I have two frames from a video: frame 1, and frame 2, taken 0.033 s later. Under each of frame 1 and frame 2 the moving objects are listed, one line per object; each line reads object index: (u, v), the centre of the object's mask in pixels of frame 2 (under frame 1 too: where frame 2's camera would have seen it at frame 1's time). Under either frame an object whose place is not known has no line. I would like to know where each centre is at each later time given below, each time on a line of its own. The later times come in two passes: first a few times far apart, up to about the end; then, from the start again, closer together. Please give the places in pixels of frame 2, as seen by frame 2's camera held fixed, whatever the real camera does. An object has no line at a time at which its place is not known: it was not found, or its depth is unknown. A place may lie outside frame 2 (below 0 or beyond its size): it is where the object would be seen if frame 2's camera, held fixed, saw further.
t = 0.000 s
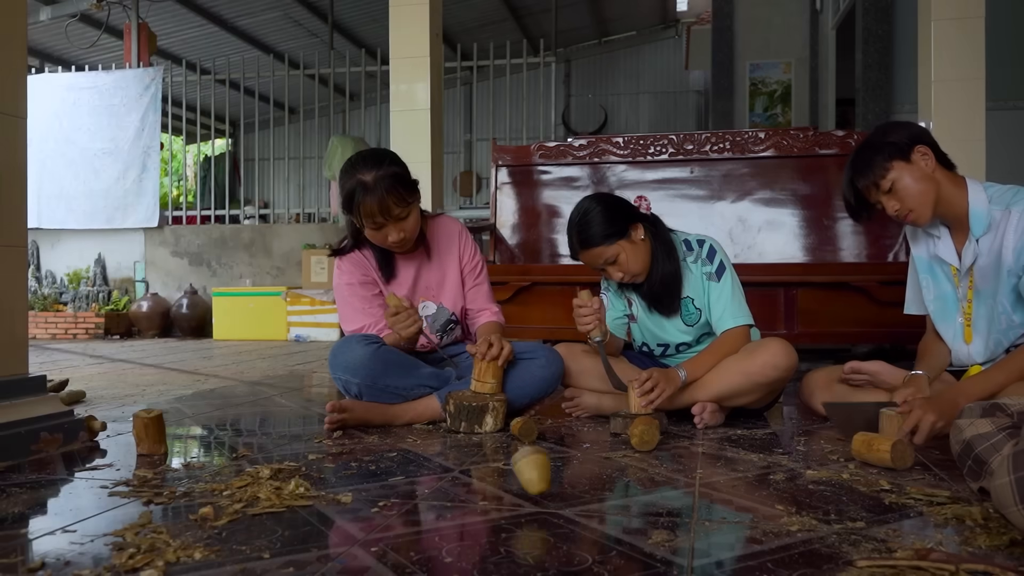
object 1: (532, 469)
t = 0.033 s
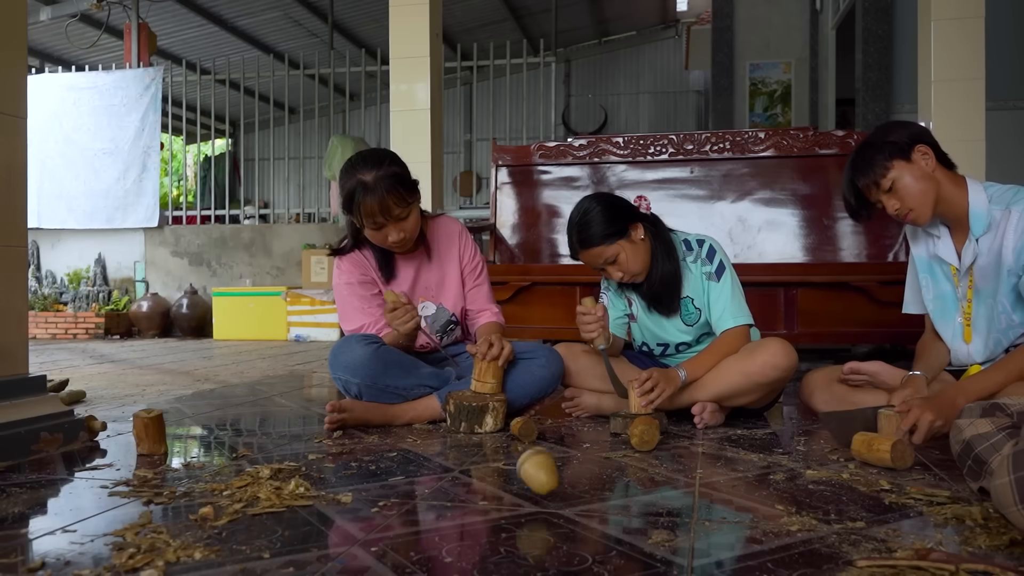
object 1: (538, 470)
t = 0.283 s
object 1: (533, 485)
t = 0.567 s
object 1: (475, 486)
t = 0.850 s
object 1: (408, 469)
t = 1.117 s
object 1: (399, 457)
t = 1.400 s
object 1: (397, 447)
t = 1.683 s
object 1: (412, 440)
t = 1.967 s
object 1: (436, 436)
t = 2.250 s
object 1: (464, 435)
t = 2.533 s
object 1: (493, 434)
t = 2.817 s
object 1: (519, 435)
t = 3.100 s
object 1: (543, 436)
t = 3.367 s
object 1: (561, 438)
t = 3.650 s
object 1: (575, 441)
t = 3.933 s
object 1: (586, 444)
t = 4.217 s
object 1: (593, 448)
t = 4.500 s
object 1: (597, 453)
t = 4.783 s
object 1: (596, 457)
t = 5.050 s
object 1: (590, 461)
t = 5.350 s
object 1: (582, 464)
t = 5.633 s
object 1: (571, 466)
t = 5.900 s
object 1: (561, 467)
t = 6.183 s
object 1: (552, 467)
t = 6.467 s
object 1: (546, 467)
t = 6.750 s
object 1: (545, 466)
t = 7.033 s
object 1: (547, 466)
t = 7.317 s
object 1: (550, 466)
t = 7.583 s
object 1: (553, 466)
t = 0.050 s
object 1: (540, 475)
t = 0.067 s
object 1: (541, 478)
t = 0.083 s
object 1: (542, 479)
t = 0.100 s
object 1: (542, 478)
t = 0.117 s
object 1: (543, 477)
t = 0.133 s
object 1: (543, 480)
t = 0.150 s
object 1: (543, 482)
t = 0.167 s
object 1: (543, 481)
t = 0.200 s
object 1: (540, 475)
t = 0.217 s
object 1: (539, 476)
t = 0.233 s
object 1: (538, 477)
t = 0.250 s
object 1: (537, 482)
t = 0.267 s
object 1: (535, 484)
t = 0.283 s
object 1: (533, 485)
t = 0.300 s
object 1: (531, 479)
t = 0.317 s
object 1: (528, 473)
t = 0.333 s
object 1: (525, 470)
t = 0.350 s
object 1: (522, 469)
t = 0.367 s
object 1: (519, 470)
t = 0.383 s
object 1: (516, 472)
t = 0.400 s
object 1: (514, 476)
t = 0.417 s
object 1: (511, 484)
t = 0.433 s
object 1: (507, 489)
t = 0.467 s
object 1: (500, 486)
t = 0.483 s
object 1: (496, 482)
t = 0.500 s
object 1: (492, 481)
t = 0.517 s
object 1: (488, 482)
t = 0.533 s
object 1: (484, 485)
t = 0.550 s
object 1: (480, 486)
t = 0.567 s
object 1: (475, 486)
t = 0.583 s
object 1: (471, 487)
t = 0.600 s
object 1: (466, 490)
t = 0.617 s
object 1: (462, 488)
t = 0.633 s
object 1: (457, 484)
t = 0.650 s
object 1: (453, 482)
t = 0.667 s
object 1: (448, 482)
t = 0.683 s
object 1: (444, 484)
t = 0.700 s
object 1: (440, 486)
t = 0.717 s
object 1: (436, 481)
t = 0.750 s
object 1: (428, 475)
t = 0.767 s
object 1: (424, 477)
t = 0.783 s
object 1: (420, 478)
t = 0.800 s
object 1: (417, 480)
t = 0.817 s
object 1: (414, 475)
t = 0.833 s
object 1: (411, 471)
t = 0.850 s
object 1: (408, 469)
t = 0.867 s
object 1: (406, 469)
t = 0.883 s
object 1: (404, 471)
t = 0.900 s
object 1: (401, 472)
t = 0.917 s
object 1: (401, 469)
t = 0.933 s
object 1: (400, 467)
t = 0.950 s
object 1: (400, 467)
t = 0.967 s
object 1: (399, 468)
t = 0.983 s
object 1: (399, 466)
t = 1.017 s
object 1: (399, 464)
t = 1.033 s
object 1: (400, 463)
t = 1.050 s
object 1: (400, 461)
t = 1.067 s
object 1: (400, 460)
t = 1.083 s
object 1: (400, 459)
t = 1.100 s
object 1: (399, 457)
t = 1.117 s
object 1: (399, 457)
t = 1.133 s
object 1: (399, 456)
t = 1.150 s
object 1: (399, 455)
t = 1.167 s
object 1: (398, 455)
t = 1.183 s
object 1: (398, 453)
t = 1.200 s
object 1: (398, 453)
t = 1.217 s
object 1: (397, 453)
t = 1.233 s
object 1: (397, 452)
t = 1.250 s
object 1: (397, 451)
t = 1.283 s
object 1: (396, 450)
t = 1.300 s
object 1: (396, 449)
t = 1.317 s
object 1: (396, 449)
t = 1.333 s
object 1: (396, 448)
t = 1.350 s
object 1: (396, 448)
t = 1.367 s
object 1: (396, 448)
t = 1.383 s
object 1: (396, 447)
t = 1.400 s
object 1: (397, 447)
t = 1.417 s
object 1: (397, 446)
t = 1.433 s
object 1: (398, 446)
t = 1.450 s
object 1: (398, 446)
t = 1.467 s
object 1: (399, 445)
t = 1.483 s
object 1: (399, 445)
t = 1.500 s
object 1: (400, 444)
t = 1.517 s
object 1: (401, 444)
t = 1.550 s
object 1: (403, 443)
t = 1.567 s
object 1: (404, 443)
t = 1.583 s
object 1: (405, 442)
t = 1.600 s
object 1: (406, 442)
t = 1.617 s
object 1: (407, 442)
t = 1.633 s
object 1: (408, 441)
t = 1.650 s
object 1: (410, 441)
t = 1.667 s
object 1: (411, 441)
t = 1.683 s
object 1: (412, 440)
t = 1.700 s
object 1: (413, 440)
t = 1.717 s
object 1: (415, 440)
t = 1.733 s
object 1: (416, 439)
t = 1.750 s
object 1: (417, 439)
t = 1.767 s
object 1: (419, 439)
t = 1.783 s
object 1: (420, 439)
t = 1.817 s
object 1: (423, 438)
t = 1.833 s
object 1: (424, 438)
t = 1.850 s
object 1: (426, 438)
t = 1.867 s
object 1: (427, 437)
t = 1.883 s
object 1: (429, 437)
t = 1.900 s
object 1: (430, 437)
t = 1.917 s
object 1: (431, 437)
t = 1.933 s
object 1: (433, 436)
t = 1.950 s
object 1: (434, 436)
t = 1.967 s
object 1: (436, 436)
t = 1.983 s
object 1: (437, 436)
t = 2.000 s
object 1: (439, 436)
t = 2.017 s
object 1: (441, 436)
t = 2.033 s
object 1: (442, 435)
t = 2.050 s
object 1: (444, 436)
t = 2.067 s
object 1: (446, 435)
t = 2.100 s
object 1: (448, 435)
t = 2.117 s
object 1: (450, 435)
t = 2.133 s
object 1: (452, 435)
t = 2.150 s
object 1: (454, 435)
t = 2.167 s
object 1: (455, 435)
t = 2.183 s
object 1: (457, 435)
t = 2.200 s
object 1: (459, 435)
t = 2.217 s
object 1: (460, 435)
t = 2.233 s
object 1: (462, 435)
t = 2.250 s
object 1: (464, 435)
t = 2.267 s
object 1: (466, 435)
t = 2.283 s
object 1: (467, 435)
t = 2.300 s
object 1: (469, 435)
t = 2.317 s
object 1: (471, 435)
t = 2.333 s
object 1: (473, 435)
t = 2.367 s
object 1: (477, 434)
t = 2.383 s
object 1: (479, 434)
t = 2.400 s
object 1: (480, 434)
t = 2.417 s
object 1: (482, 434)
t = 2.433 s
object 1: (484, 434)
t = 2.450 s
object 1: (485, 434)
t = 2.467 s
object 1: (487, 434)
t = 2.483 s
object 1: (489, 434)
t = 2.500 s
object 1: (490, 434)
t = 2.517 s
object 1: (492, 434)
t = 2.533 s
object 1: (493, 434)
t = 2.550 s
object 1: (496, 435)
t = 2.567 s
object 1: (497, 435)
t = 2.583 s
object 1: (498, 435)
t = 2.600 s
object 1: (500, 435)
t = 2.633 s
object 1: (503, 435)
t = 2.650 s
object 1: (505, 434)
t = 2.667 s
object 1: (506, 434)
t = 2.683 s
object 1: (507, 434)
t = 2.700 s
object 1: (509, 435)
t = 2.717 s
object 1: (510, 435)
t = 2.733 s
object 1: (511, 435)
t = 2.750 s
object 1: (513, 435)
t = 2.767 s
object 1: (515, 435)
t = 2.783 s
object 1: (516, 435)
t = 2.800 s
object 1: (519, 435)
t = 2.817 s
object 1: (519, 435)
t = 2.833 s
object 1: (521, 435)
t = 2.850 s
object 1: (523, 435)
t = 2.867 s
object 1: (524, 435)
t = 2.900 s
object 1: (527, 435)
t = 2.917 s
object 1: (529, 435)
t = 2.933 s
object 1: (530, 435)
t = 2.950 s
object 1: (532, 436)
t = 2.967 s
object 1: (533, 436)
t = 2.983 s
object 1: (534, 436)
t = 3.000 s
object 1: (535, 436)
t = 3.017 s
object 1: (537, 436)
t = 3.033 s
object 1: (538, 436)
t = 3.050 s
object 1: (540, 436)
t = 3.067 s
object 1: (541, 436)
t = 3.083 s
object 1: (542, 436)
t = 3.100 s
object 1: (543, 436)
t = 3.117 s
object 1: (545, 436)
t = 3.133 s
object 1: (546, 437)
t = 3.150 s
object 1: (547, 437)
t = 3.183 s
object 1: (550, 437)
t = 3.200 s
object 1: (551, 437)
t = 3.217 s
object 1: (552, 437)
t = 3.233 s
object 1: (553, 437)
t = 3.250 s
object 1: (554, 437)
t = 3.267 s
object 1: (555, 437)
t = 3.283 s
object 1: (556, 438)
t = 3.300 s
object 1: (557, 438)
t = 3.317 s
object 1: (558, 438)
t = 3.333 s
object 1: (559, 438)
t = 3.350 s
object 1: (560, 438)
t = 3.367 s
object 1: (561, 438)
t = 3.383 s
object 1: (562, 438)
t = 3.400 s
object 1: (563, 438)
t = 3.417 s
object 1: (564, 439)
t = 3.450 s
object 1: (566, 439)
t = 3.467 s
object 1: (566, 439)
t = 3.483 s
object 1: (567, 439)
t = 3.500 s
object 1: (568, 439)
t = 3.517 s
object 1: (569, 439)
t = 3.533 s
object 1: (570, 440)
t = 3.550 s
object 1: (571, 440)
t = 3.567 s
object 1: (572, 440)
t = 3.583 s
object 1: (572, 440)
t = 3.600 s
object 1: (573, 440)
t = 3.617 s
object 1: (574, 441)
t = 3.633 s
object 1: (574, 441)
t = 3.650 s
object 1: (575, 441)
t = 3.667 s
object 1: (576, 441)
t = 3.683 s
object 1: (577, 441)
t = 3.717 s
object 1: (578, 442)
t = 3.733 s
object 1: (579, 442)
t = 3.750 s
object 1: (579, 442)
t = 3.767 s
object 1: (580, 442)
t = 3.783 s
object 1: (581, 442)
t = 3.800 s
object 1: (581, 443)
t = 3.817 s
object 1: (582, 443)
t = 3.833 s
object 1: (582, 443)
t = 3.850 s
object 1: (583, 443)
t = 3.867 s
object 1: (583, 443)
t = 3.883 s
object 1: (584, 443)
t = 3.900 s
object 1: (585, 444)
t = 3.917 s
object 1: (585, 444)
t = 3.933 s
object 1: (586, 444)
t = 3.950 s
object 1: (586, 444)
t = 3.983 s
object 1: (587, 445)
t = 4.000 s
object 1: (588, 445)
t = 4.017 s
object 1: (588, 445)
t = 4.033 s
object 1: (588, 445)
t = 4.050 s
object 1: (589, 446)
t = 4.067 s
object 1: (589, 446)
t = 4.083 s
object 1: (590, 446)
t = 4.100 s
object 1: (590, 446)
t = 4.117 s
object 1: (591, 447)
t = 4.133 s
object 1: (591, 447)
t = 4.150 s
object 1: (591, 447)
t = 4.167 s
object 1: (592, 447)
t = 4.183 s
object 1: (592, 448)
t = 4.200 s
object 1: (592, 448)
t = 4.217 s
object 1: (593, 448)
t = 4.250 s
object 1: (594, 449)
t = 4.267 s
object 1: (594, 449)
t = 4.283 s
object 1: (595, 449)
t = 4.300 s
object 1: (595, 450)
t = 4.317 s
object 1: (596, 450)
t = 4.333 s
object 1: (596, 450)
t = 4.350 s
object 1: (596, 451)
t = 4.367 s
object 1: (596, 451)
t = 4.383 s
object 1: (597, 451)
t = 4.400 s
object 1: (597, 452)
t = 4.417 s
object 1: (597, 451)
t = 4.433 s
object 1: (597, 452)
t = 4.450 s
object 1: (597, 452)
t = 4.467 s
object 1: (597, 452)
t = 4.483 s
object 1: (597, 453)
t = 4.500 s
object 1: (597, 453)
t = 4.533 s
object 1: (597, 454)
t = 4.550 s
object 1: (597, 454)
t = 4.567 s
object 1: (597, 454)
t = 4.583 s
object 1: (597, 454)
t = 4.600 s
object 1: (597, 455)
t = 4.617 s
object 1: (597, 455)
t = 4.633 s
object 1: (597, 455)
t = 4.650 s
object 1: (597, 455)
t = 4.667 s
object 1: (597, 456)
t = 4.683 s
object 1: (597, 456)
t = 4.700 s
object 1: (596, 456)
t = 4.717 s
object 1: (596, 456)
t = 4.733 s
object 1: (596, 457)
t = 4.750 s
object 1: (596, 457)
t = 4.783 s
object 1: (596, 457)
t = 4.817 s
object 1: (595, 458)
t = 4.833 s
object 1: (595, 458)
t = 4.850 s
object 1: (595, 458)
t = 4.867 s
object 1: (595, 459)
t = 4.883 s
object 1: (594, 459)
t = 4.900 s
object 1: (594, 459)
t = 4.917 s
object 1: (594, 459)
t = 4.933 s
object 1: (593, 459)
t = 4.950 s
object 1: (593, 460)
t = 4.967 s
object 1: (593, 460)
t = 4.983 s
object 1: (592, 460)
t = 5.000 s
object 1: (592, 460)
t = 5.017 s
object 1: (591, 461)
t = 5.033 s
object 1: (591, 461)
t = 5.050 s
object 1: (590, 461)
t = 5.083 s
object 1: (590, 461)
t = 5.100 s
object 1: (589, 462)
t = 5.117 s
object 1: (589, 462)
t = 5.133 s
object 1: (588, 462)
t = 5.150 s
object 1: (588, 462)
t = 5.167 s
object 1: (587, 463)
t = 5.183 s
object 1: (587, 463)
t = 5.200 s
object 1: (586, 463)
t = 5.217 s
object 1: (586, 463)
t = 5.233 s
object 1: (585, 463)
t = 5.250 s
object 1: (585, 464)
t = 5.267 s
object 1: (584, 464)
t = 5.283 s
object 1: (584, 464)
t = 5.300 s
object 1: (583, 464)
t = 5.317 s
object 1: (583, 464)
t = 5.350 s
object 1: (582, 464)
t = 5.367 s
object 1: (581, 465)
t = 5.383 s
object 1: (581, 465)
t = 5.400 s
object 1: (580, 465)
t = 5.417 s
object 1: (580, 465)
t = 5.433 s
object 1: (579, 465)
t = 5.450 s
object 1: (578, 465)
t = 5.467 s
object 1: (578, 466)
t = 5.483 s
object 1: (577, 466)
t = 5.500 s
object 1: (577, 466)
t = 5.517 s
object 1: (576, 466)
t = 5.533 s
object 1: (575, 466)
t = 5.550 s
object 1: (574, 466)
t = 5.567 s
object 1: (574, 466)
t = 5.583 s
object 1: (573, 466)
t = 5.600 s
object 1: (572, 466)
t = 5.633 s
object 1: (571, 466)
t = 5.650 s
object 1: (571, 466)
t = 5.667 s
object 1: (570, 466)
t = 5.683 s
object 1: (569, 466)
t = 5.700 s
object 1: (569, 467)
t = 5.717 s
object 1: (568, 467)
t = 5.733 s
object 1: (567, 467)
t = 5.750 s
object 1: (567, 467)
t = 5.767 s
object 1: (566, 467)
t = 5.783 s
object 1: (565, 467)
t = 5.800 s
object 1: (565, 467)
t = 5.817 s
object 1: (564, 467)
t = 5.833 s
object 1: (564, 468)
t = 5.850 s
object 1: (563, 467)
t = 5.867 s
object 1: (563, 467)
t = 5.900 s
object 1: (561, 467)
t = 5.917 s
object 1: (561, 467)
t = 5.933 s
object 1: (560, 467)
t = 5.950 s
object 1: (560, 467)
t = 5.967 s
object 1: (559, 467)
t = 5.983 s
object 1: (559, 467)
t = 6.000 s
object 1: (558, 468)
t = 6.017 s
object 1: (557, 467)
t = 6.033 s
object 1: (557, 467)
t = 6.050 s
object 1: (557, 467)
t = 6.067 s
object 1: (556, 467)
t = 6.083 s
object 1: (556, 468)
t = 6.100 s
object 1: (555, 467)
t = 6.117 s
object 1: (554, 467)
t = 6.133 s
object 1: (553, 467)
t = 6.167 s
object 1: (553, 467)
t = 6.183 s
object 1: (552, 467)
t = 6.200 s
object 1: (552, 467)
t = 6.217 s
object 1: (551, 467)
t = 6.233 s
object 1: (551, 467)
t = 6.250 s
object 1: (550, 467)
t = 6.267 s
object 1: (550, 467)
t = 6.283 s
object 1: (549, 467)
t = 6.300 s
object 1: (549, 467)
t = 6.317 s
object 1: (549, 467)
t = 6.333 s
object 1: (548, 467)
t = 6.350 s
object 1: (548, 467)
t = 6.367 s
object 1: (548, 467)
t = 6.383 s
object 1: (547, 467)
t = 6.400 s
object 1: (547, 467)
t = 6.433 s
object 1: (546, 467)
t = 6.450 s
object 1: (546, 467)
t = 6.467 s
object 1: (546, 467)
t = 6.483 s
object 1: (546, 467)
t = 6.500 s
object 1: (545, 467)
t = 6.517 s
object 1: (545, 466)
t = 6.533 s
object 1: (545, 467)
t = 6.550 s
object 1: (545, 467)
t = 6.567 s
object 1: (545, 466)
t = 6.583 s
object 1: (545, 466)
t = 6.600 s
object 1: (544, 466)
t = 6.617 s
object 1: (545, 466)
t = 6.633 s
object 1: (544, 466)
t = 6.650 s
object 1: (544, 466)
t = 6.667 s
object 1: (544, 466)
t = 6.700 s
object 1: (544, 466)
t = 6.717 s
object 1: (544, 466)
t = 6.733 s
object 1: (545, 466)
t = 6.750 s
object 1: (545, 466)
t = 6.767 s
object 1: (545, 466)
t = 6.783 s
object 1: (545, 466)
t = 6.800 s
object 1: (545, 466)
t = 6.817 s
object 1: (545, 466)
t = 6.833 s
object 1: (545, 466)
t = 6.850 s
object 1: (545, 466)
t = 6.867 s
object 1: (545, 466)
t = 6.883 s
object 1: (545, 466)
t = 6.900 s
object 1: (546, 466)
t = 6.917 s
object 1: (546, 466)
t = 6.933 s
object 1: (546, 466)
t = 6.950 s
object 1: (546, 466)
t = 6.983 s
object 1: (546, 466)
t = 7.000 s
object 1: (546, 466)
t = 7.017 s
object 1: (546, 466)
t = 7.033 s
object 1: (547, 466)
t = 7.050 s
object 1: (547, 466)
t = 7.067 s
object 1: (547, 466)
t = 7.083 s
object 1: (547, 466)
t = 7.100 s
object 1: (548, 466)
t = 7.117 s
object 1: (548, 466)
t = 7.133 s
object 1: (548, 466)
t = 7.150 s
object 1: (548, 466)
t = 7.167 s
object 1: (549, 466)
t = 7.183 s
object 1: (549, 466)
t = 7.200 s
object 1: (549, 466)
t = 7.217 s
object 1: (549, 466)
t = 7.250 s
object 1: (549, 466)
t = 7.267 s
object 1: (550, 466)
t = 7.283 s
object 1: (550, 466)
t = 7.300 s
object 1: (550, 466)
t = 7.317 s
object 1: (550, 466)
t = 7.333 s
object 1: (551, 466)
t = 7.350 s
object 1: (551, 466)
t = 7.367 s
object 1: (551, 466)
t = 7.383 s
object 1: (551, 466)
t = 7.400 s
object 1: (551, 466)
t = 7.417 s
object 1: (552, 466)
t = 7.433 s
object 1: (552, 466)
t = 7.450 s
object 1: (552, 466)
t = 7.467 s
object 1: (552, 466)
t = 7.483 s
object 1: (552, 466)
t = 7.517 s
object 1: (552, 467)
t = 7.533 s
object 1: (552, 467)
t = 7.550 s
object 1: (553, 467)
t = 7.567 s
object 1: (553, 467)
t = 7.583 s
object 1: (553, 466)
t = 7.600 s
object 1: (553, 466)
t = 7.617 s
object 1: (553, 466)
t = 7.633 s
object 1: (553, 467)
